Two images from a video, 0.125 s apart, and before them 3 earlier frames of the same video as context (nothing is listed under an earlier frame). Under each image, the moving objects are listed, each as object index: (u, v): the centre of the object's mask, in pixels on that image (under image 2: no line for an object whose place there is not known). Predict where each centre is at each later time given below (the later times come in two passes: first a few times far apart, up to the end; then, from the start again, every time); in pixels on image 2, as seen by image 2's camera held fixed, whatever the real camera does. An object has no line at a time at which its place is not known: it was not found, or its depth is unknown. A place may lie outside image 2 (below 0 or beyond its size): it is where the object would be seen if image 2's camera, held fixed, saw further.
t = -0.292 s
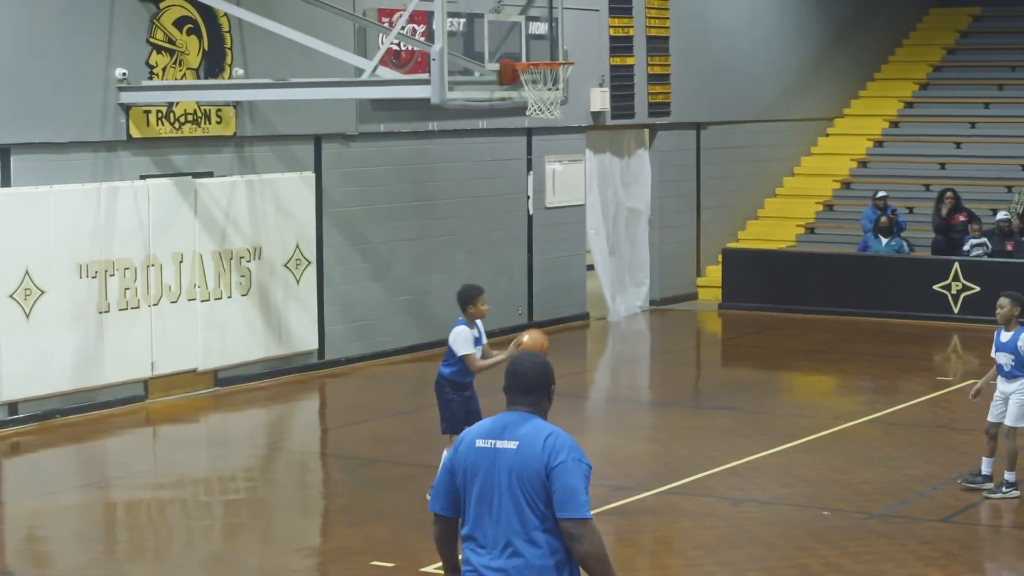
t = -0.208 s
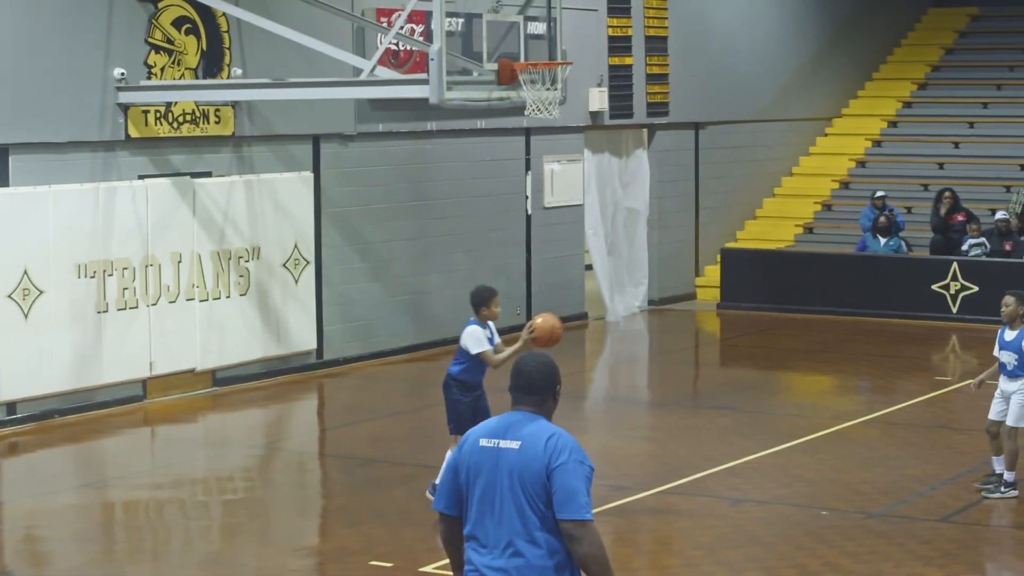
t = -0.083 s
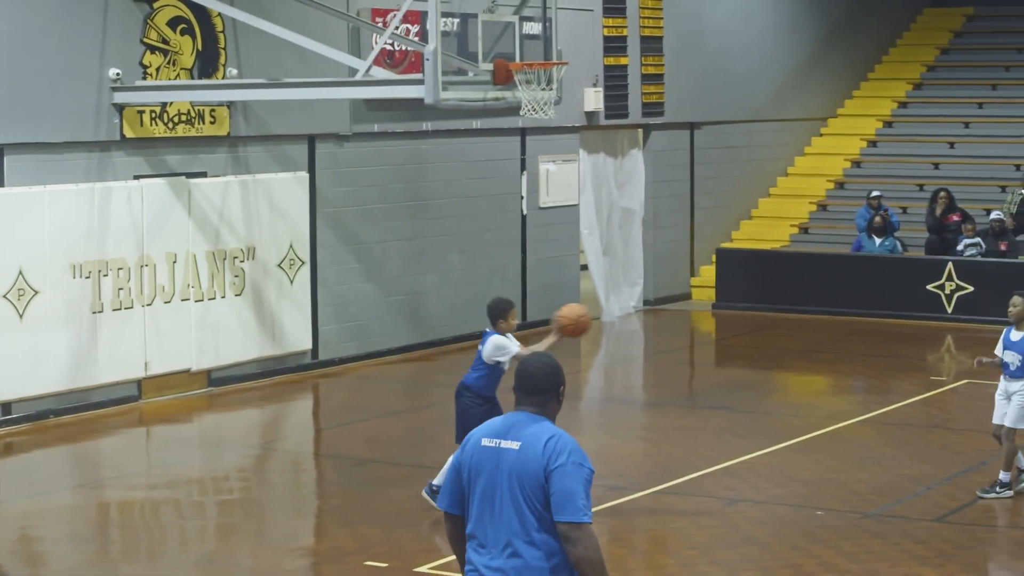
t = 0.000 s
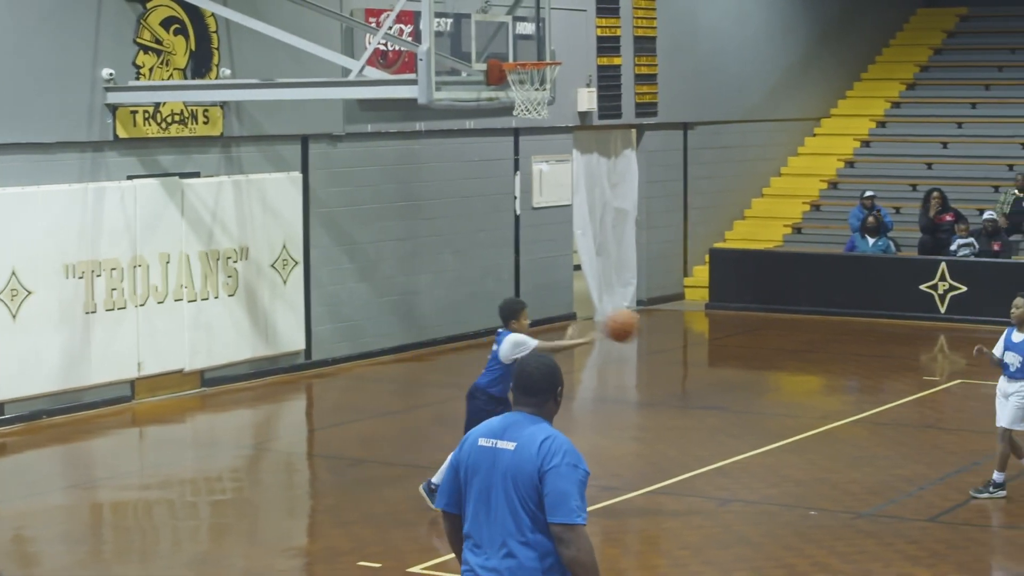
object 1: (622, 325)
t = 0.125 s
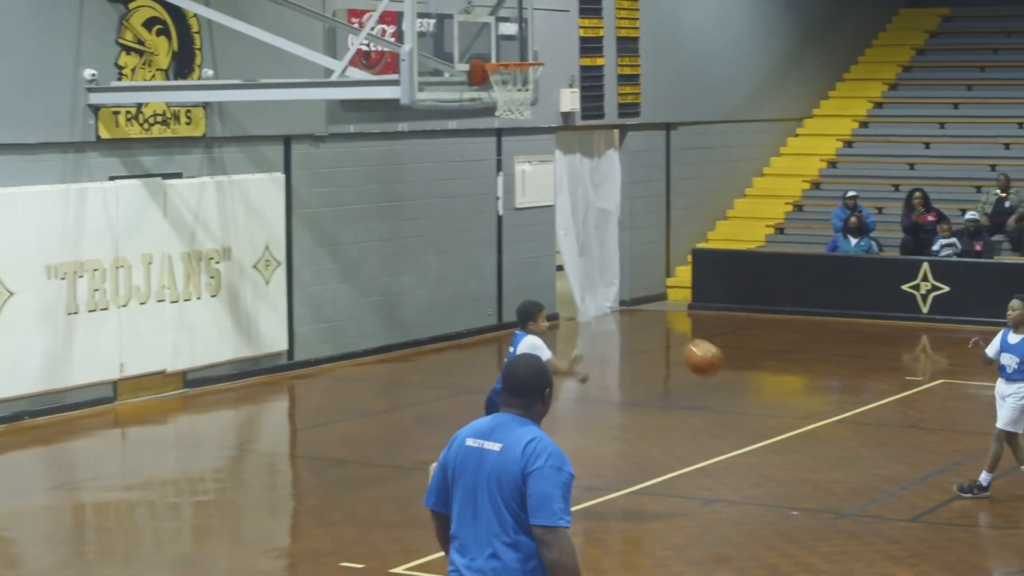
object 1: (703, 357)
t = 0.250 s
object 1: (798, 412)
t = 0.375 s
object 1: (893, 491)
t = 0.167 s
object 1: (735, 373)
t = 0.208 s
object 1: (766, 392)
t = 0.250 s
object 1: (798, 412)
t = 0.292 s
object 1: (831, 438)
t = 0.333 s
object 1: (861, 462)
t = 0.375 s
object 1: (893, 491)
